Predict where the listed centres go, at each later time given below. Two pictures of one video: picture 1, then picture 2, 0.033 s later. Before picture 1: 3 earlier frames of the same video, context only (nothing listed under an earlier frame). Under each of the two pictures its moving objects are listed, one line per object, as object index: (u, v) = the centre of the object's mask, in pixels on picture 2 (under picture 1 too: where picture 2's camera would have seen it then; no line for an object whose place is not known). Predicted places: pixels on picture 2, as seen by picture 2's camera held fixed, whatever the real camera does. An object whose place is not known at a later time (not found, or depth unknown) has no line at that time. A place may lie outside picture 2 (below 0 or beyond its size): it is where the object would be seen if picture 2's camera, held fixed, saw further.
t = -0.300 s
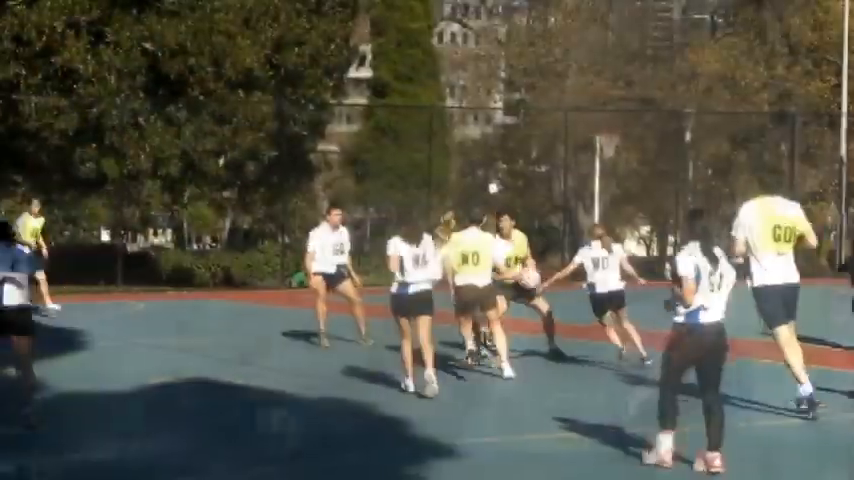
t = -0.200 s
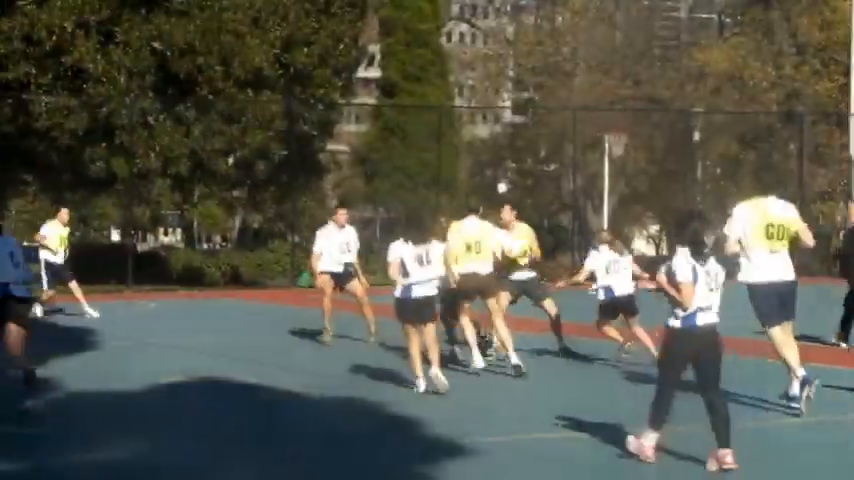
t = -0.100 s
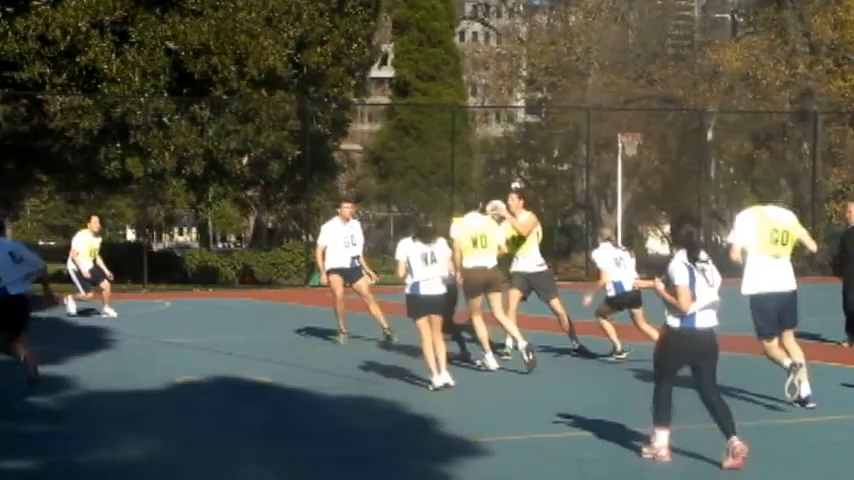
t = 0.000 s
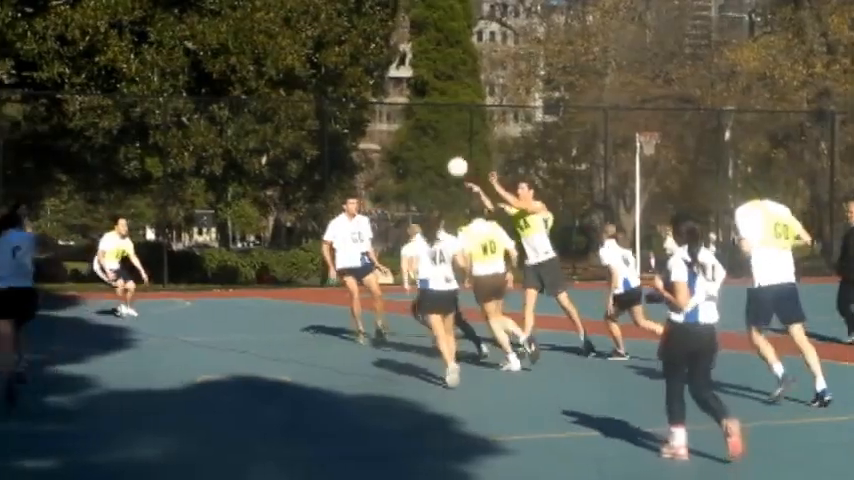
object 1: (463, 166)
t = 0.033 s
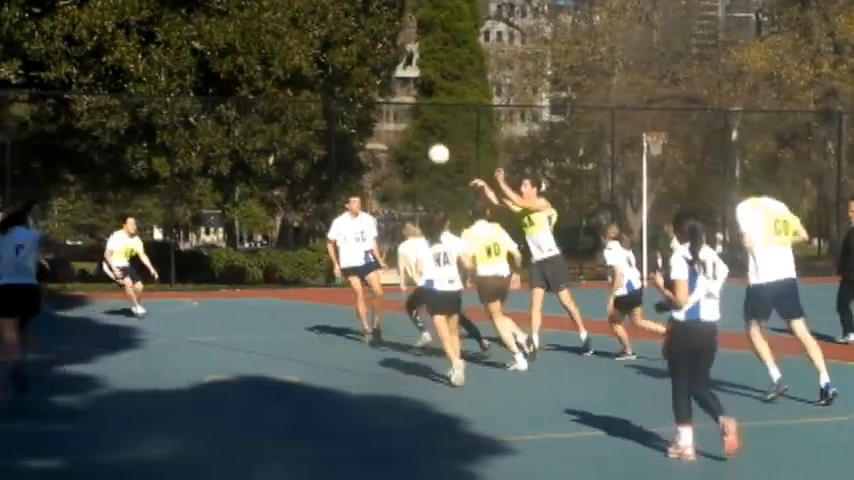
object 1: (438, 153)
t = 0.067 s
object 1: (415, 141)
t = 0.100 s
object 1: (391, 129)
